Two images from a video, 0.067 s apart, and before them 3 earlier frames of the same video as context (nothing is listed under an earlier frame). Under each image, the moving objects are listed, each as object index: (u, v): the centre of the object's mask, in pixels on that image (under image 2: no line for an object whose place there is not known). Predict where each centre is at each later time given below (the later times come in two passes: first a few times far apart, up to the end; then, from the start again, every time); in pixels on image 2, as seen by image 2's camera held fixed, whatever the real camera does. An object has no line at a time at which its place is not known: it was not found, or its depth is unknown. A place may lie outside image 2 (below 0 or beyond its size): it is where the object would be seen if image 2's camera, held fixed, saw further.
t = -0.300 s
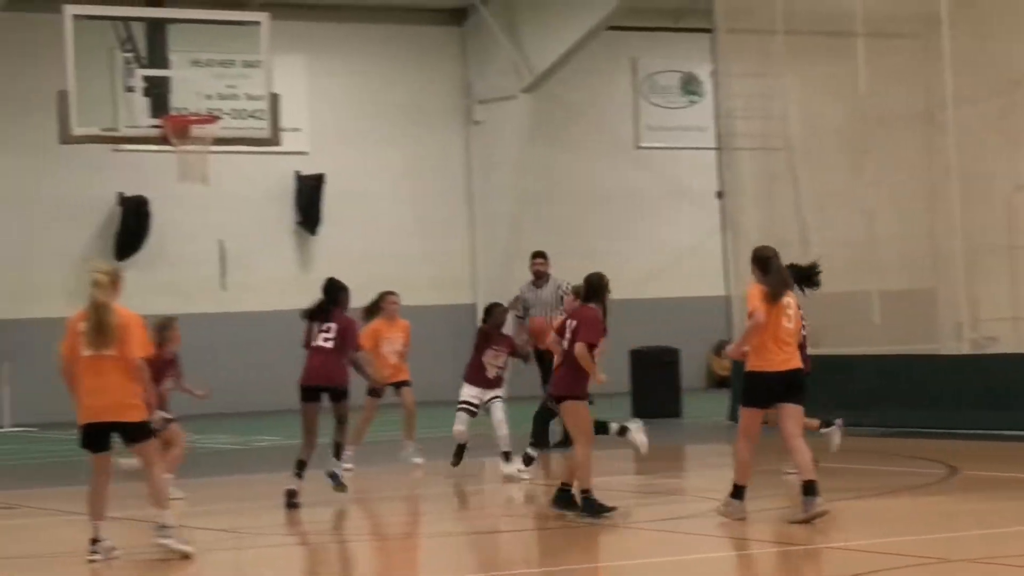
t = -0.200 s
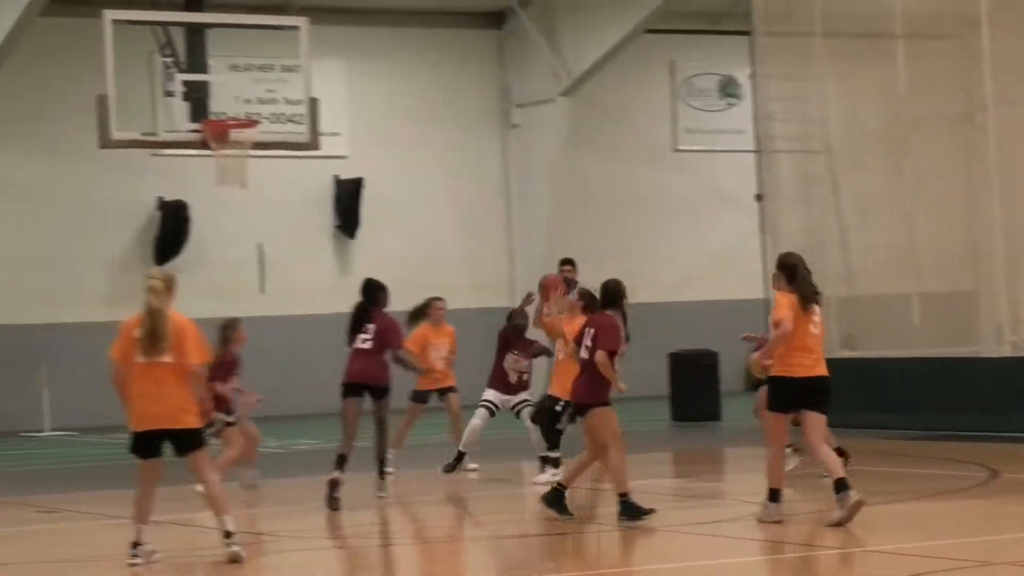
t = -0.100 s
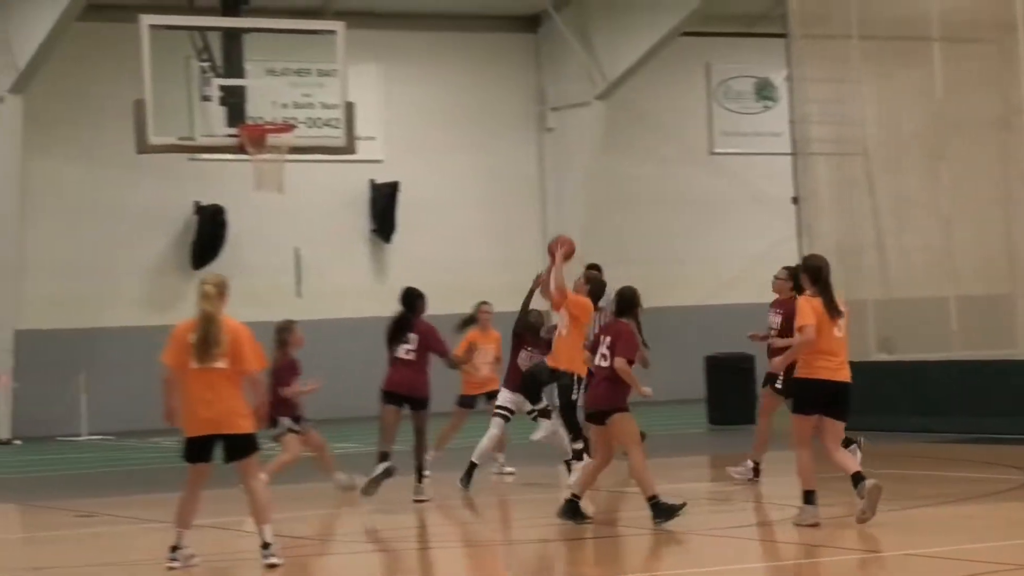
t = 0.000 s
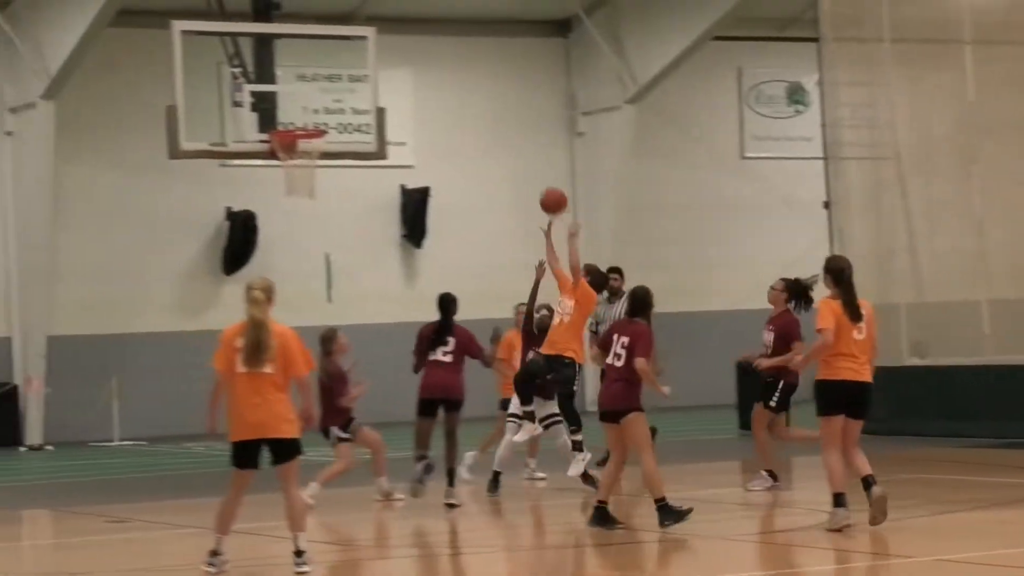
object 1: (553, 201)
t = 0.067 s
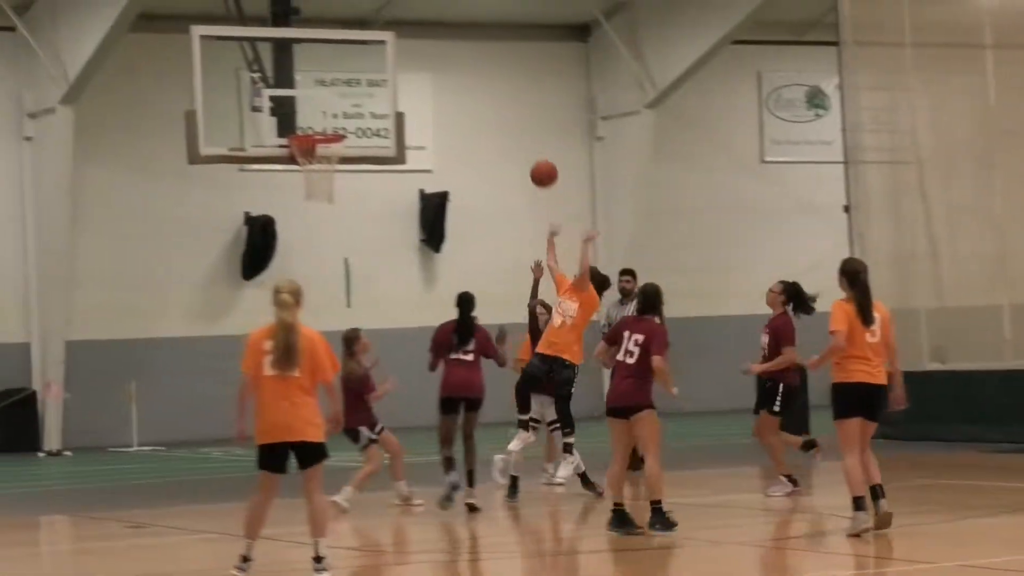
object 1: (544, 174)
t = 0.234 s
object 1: (473, 118)
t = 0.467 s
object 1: (380, 97)
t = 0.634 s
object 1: (316, 121)
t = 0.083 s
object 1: (536, 166)
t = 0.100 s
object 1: (529, 159)
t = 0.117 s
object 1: (522, 153)
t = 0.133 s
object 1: (515, 146)
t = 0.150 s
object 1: (508, 141)
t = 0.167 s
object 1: (501, 136)
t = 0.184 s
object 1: (494, 131)
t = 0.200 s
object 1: (487, 126)
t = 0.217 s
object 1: (480, 122)
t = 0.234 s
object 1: (473, 118)
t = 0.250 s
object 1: (466, 114)
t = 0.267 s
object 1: (459, 111)
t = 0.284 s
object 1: (453, 108)
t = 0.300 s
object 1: (446, 105)
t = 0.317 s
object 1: (440, 103)
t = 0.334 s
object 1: (433, 101)
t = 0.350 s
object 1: (426, 99)
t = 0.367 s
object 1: (419, 98)
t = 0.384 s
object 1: (413, 97)
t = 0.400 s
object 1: (406, 96)
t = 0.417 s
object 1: (400, 96)
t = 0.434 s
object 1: (394, 96)
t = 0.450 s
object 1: (387, 96)
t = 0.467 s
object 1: (380, 97)
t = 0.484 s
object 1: (374, 97)
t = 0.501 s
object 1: (368, 99)
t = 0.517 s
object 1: (361, 100)
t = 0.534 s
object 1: (354, 102)
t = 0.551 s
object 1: (348, 104)
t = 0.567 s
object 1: (341, 107)
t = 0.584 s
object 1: (335, 110)
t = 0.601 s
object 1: (328, 113)
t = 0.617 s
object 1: (322, 116)
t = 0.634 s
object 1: (316, 121)
